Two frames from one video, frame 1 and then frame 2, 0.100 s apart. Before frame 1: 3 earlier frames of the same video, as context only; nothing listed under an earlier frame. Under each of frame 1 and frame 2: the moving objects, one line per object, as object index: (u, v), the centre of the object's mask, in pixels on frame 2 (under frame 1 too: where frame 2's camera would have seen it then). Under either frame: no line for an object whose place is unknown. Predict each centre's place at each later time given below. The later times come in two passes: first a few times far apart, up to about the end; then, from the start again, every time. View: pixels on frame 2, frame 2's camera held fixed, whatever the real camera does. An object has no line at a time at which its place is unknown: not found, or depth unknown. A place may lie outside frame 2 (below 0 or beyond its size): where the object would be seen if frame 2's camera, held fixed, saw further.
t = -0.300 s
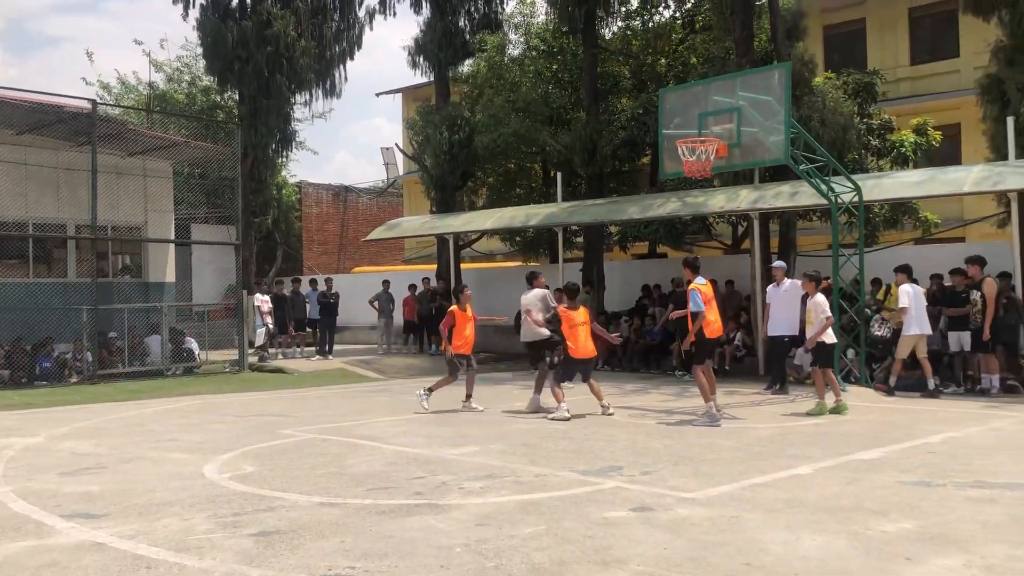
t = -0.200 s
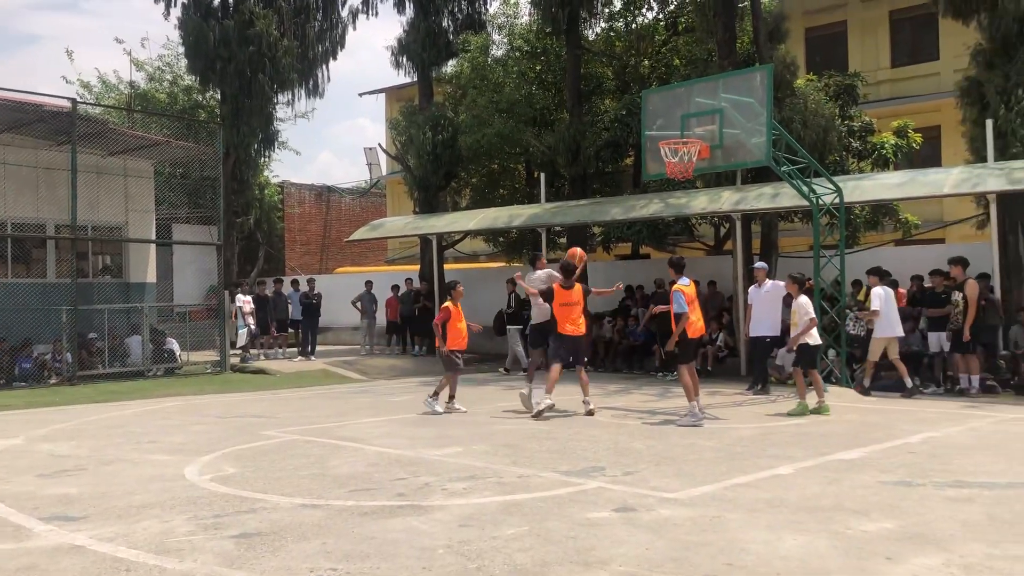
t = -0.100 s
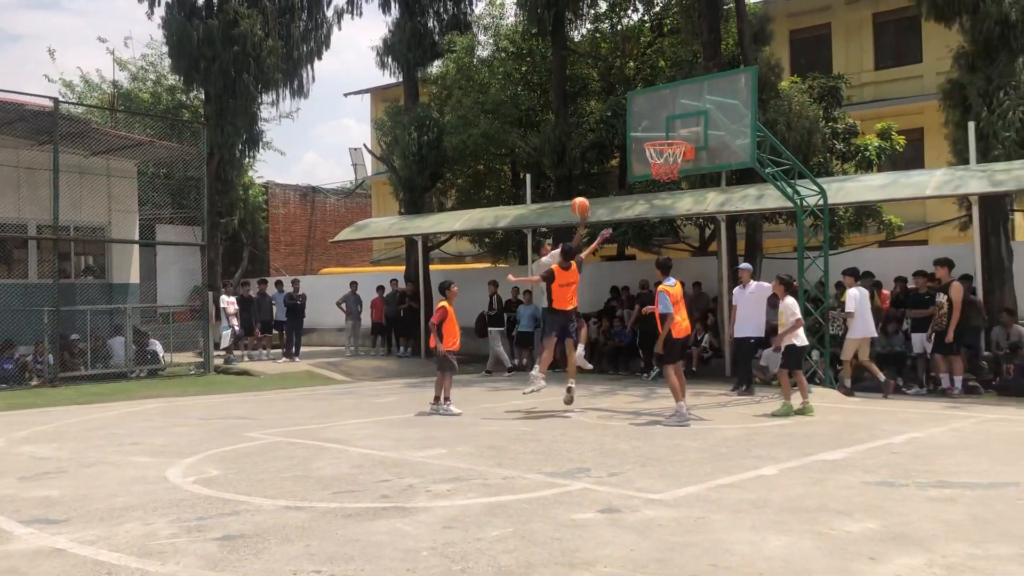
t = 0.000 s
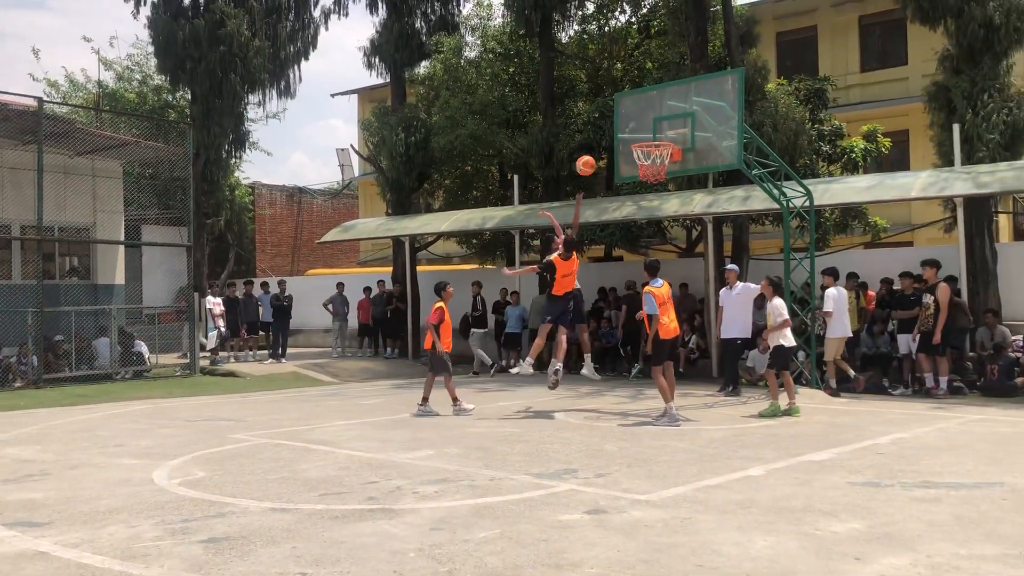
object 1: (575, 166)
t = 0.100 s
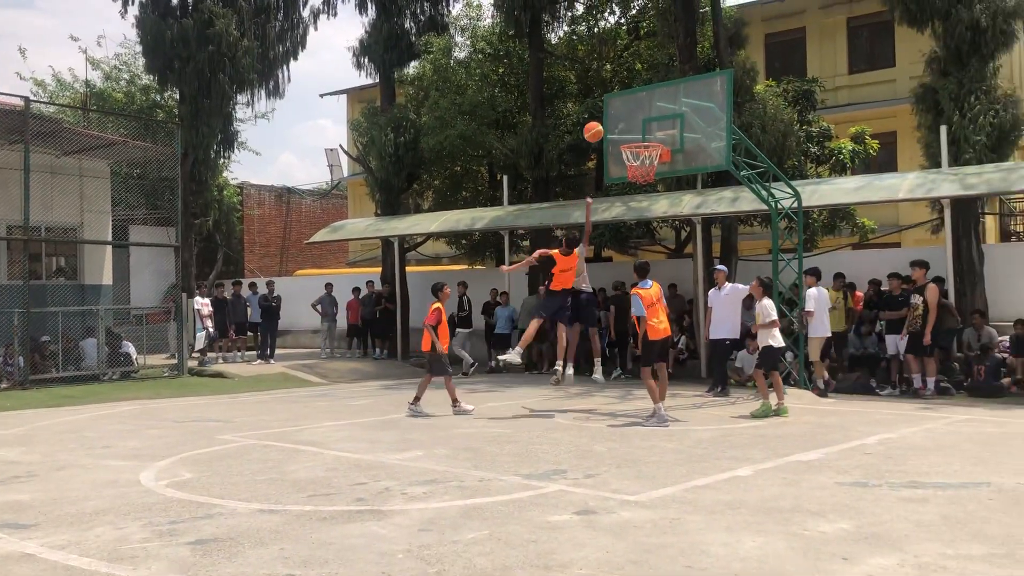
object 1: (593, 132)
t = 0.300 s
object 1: (631, 87)
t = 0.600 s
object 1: (670, 79)
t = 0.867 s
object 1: (678, 135)
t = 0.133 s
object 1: (599, 122)
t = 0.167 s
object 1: (605, 113)
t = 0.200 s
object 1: (611, 106)
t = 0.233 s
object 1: (618, 98)
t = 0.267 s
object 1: (624, 92)
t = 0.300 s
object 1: (631, 87)
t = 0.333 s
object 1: (637, 83)
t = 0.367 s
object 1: (643, 80)
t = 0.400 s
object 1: (650, 77)
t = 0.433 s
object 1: (657, 75)
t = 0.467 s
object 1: (663, 75)
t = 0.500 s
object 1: (667, 75)
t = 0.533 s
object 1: (668, 75)
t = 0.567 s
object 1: (669, 77)
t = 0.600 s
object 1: (670, 79)
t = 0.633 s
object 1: (671, 82)
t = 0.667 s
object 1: (672, 87)
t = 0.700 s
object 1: (673, 92)
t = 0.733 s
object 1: (674, 98)
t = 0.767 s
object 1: (675, 106)
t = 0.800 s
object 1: (676, 115)
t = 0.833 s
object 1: (677, 124)
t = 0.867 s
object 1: (678, 135)
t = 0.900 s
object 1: (679, 147)
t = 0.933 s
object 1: (680, 160)
